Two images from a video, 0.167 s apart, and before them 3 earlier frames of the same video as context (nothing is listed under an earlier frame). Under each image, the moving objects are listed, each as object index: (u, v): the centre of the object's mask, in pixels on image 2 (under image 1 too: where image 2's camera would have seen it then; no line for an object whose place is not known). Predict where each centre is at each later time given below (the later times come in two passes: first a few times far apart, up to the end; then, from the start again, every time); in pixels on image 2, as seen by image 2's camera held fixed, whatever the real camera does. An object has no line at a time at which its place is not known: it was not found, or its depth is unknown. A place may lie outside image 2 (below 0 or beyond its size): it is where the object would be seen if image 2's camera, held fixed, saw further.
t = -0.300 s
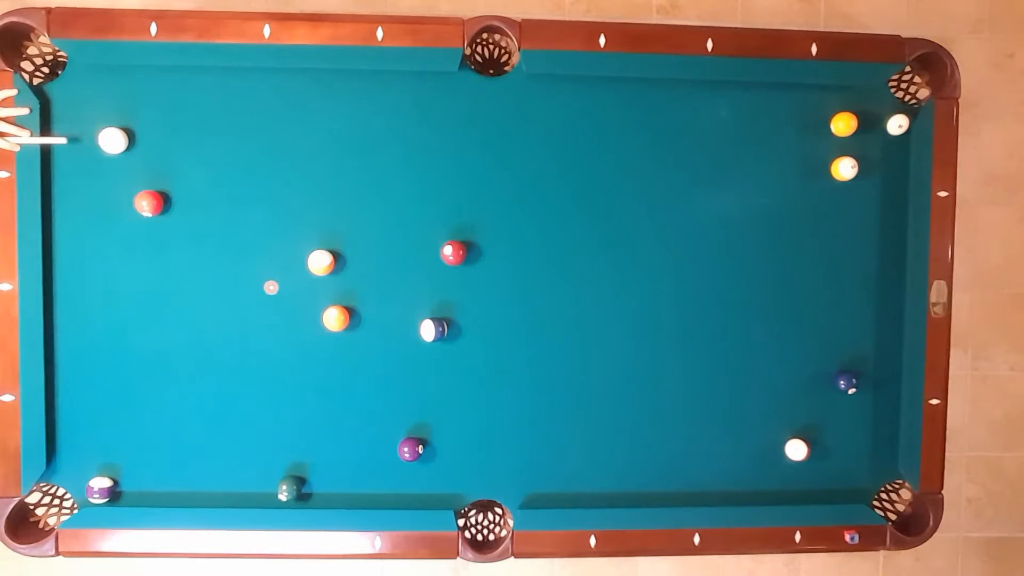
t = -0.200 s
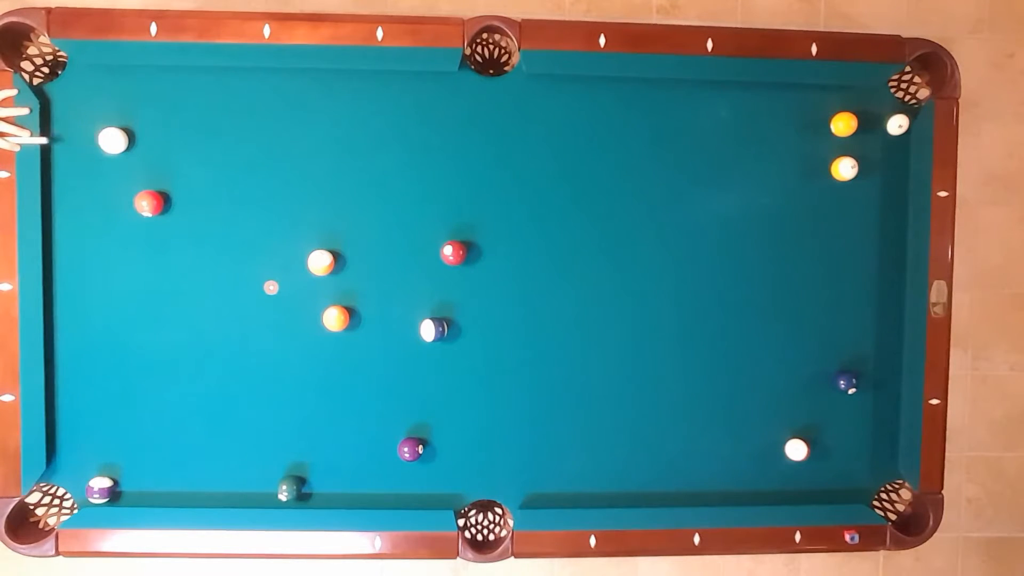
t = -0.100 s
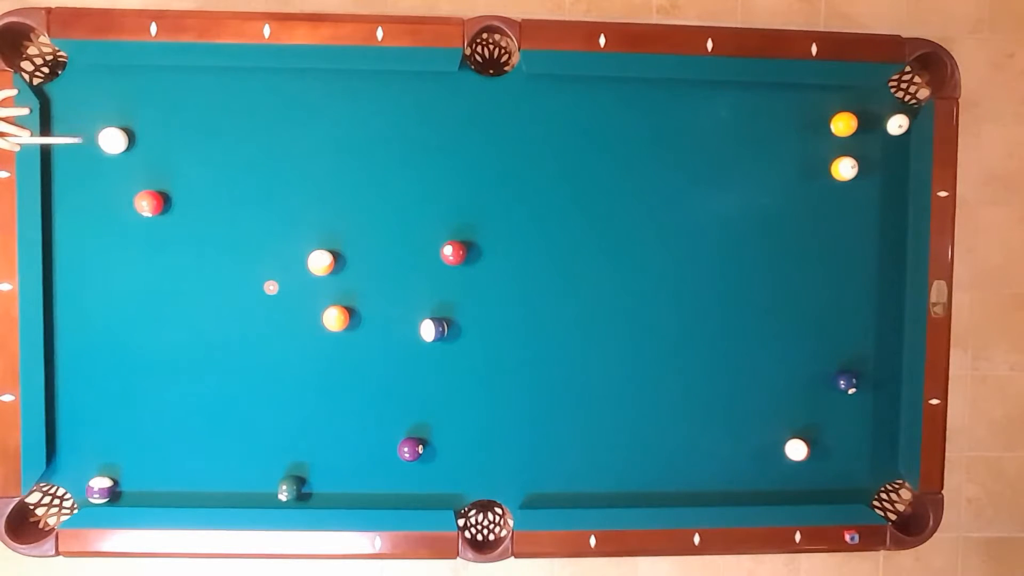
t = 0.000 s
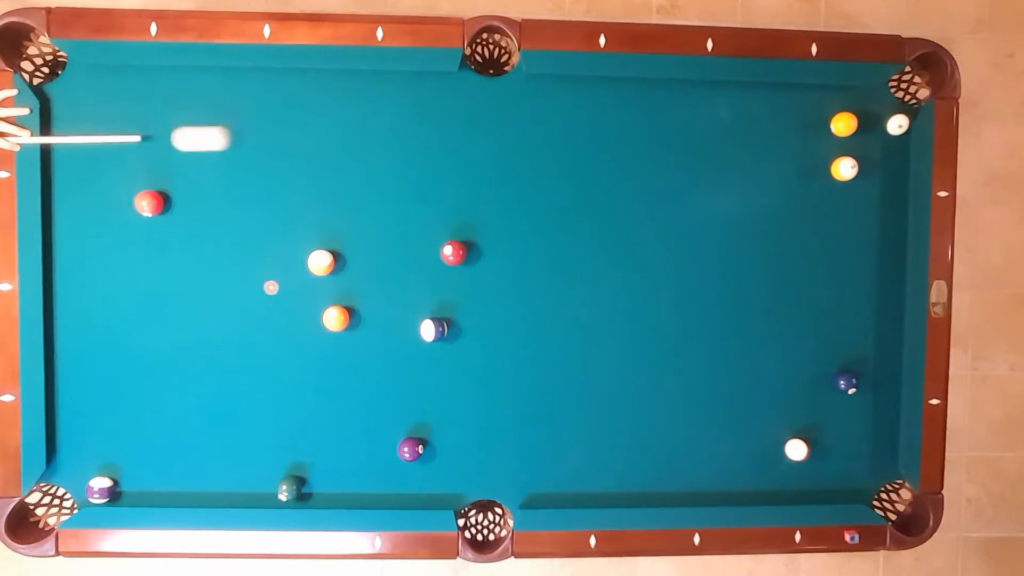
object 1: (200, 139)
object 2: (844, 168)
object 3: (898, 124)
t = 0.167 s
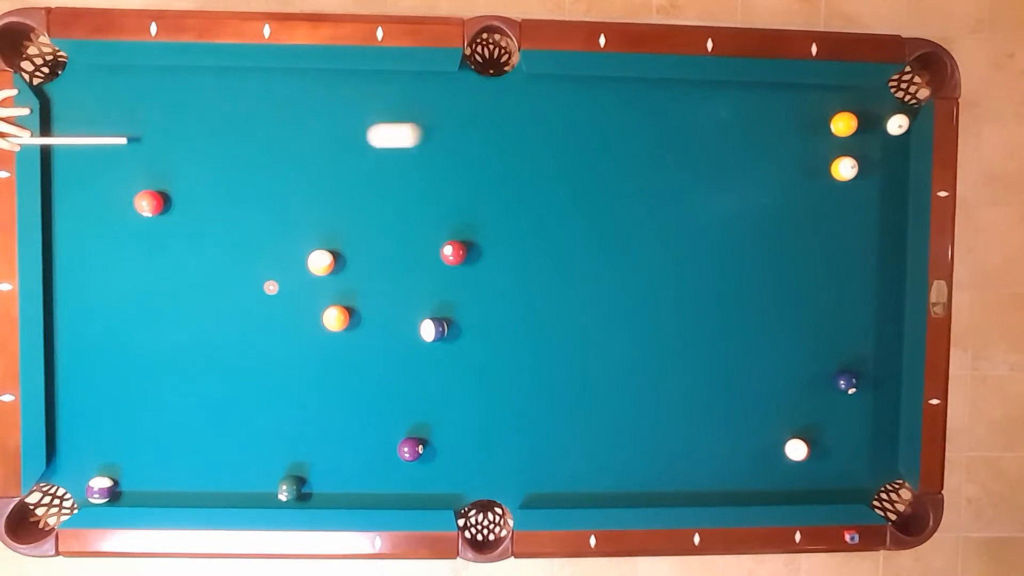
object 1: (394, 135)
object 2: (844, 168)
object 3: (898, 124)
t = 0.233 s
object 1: (464, 134)
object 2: (844, 168)
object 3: (898, 124)
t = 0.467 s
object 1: (700, 133)
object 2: (844, 168)
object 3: (898, 124)
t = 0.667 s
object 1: (830, 150)
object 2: (847, 172)
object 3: (896, 127)
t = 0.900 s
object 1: (852, 156)
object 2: (875, 210)
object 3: (829, 123)
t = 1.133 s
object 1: (892, 161)
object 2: (894, 243)
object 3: (768, 122)
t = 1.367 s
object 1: (882, 164)
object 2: (882, 265)
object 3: (708, 120)
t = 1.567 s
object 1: (866, 166)
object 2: (872, 283)
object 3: (658, 119)
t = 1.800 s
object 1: (849, 167)
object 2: (862, 303)
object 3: (603, 119)
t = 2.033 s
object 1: (833, 169)
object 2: (852, 320)
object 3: (547, 115)
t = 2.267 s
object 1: (820, 170)
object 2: (843, 336)
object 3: (493, 113)
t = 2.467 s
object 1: (810, 171)
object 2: (836, 348)
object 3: (450, 112)
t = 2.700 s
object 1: (800, 172)
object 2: (829, 360)
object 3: (399, 110)
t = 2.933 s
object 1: (792, 173)
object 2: (822, 371)
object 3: (351, 110)
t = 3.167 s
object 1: (786, 174)
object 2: (816, 379)
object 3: (306, 108)
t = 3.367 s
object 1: (782, 175)
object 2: (812, 386)
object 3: (269, 108)
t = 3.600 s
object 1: (780, 175)
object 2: (809, 391)
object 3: (229, 106)
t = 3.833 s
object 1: (780, 175)
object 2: (806, 395)
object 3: (189, 105)
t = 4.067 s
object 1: (780, 175)
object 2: (804, 397)
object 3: (152, 103)
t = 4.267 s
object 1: (780, 175)
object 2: (802, 397)
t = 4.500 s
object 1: (780, 175)
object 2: (802, 398)
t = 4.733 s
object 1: (780, 175)
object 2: (802, 397)
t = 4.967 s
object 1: (780, 175)
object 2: (802, 398)
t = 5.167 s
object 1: (780, 175)
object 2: (802, 398)
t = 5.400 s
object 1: (780, 175)
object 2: (802, 398)
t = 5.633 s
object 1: (780, 175)
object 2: (802, 398)
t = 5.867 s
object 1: (780, 175)
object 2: (802, 398)
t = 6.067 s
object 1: (780, 175)
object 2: (802, 398)
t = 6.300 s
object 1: (780, 175)
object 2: (802, 398)
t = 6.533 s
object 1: (780, 175)
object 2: (802, 398)
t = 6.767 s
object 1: (780, 175)
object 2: (802, 398)
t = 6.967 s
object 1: (780, 175)
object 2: (802, 398)
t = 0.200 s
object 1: (429, 135)
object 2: (844, 168)
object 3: (898, 124)
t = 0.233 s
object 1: (464, 134)
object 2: (844, 168)
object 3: (898, 124)
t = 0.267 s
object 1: (499, 134)
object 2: (844, 168)
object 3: (898, 124)
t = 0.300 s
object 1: (533, 133)
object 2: (844, 168)
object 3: (898, 124)
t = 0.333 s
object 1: (567, 133)
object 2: (844, 168)
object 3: (898, 124)
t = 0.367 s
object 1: (601, 133)
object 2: (844, 168)
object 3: (898, 124)
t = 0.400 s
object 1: (634, 133)
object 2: (844, 168)
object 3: (898, 124)
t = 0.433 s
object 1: (667, 133)
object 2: (844, 168)
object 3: (898, 124)
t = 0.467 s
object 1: (700, 133)
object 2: (844, 168)
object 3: (898, 124)
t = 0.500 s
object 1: (732, 133)
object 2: (844, 169)
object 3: (898, 124)
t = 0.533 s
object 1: (764, 133)
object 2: (844, 168)
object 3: (898, 124)
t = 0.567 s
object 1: (796, 133)
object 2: (844, 168)
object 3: (898, 124)
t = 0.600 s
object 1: (820, 135)
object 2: (844, 169)
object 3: (898, 124)
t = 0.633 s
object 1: (827, 144)
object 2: (844, 169)
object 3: (900, 125)
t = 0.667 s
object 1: (830, 150)
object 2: (847, 172)
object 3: (896, 127)
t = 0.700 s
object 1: (829, 151)
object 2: (852, 179)
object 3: (885, 127)
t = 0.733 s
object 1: (831, 152)
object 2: (856, 185)
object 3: (873, 127)
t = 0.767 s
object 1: (833, 153)
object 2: (860, 191)
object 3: (864, 129)
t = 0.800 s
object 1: (836, 154)
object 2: (864, 196)
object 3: (855, 124)
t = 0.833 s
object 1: (841, 154)
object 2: (868, 201)
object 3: (846, 124)
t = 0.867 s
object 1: (846, 155)
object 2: (871, 205)
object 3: (838, 124)
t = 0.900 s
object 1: (852, 156)
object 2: (875, 210)
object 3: (829, 123)
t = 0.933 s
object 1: (858, 157)
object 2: (879, 215)
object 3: (822, 124)
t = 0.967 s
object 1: (864, 157)
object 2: (882, 220)
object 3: (812, 125)
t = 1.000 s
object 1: (869, 158)
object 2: (886, 225)
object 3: (802, 126)
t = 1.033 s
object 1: (875, 159)
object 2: (889, 230)
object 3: (793, 123)
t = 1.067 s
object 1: (881, 159)
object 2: (893, 234)
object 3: (785, 122)
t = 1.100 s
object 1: (886, 160)
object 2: (896, 239)
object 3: (776, 122)
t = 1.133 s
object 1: (892, 161)
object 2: (894, 243)
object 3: (768, 122)
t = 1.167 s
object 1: (897, 162)
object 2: (892, 246)
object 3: (760, 122)
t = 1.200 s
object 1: (897, 162)
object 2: (891, 249)
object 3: (752, 124)
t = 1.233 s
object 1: (894, 162)
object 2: (889, 252)
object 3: (743, 124)
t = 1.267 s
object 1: (891, 163)
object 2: (887, 256)
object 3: (733, 124)
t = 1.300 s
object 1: (888, 163)
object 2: (885, 259)
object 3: (724, 121)
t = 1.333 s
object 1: (885, 164)
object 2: (884, 262)
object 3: (716, 120)
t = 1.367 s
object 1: (882, 164)
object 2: (882, 265)
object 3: (708, 120)
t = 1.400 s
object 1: (879, 164)
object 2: (880, 268)
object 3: (700, 120)
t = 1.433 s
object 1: (876, 164)
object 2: (879, 271)
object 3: (692, 119)
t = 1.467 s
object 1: (874, 165)
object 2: (877, 274)
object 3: (684, 120)
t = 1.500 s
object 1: (871, 165)
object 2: (875, 277)
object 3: (676, 122)
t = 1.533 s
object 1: (868, 165)
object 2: (874, 281)
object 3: (666, 121)
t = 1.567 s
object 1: (866, 166)
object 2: (872, 283)
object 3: (658, 119)
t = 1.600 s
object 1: (864, 166)
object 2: (871, 286)
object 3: (650, 118)
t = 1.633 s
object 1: (861, 166)
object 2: (869, 289)
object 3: (642, 118)
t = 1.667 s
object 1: (858, 166)
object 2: (868, 292)
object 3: (634, 117)
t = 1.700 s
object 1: (856, 167)
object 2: (866, 295)
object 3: (626, 117)
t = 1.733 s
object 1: (853, 167)
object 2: (865, 297)
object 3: (618, 117)
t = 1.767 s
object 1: (851, 167)
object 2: (863, 300)
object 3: (610, 117)
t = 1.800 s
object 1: (849, 167)
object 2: (862, 303)
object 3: (603, 119)
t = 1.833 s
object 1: (846, 167)
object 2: (860, 306)
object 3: (594, 119)
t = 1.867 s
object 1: (844, 168)
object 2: (859, 308)
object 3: (585, 118)
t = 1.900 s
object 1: (842, 168)
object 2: (857, 311)
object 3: (577, 116)
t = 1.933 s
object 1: (840, 168)
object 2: (856, 313)
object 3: (570, 116)
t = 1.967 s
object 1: (838, 168)
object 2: (855, 316)
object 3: (562, 115)
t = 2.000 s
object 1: (836, 169)
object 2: (853, 318)
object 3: (554, 115)
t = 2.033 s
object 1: (833, 169)
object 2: (852, 320)
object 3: (547, 115)
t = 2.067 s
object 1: (831, 169)
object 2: (851, 323)
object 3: (539, 115)
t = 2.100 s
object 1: (829, 169)
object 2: (850, 325)
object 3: (532, 114)
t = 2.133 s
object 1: (827, 170)
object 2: (848, 327)
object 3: (524, 117)
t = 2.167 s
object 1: (825, 170)
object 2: (847, 329)
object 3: (515, 116)
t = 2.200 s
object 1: (824, 170)
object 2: (846, 332)
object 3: (507, 114)
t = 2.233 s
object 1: (822, 170)
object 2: (844, 334)
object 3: (500, 113)
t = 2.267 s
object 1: (820, 170)
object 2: (843, 336)
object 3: (493, 113)
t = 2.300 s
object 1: (818, 171)
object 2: (842, 338)
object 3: (485, 112)
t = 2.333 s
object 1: (816, 171)
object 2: (841, 340)
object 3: (478, 112)
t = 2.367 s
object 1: (815, 171)
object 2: (839, 342)
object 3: (470, 112)
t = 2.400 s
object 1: (813, 171)
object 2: (838, 344)
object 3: (463, 112)
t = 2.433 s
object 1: (811, 171)
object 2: (837, 346)
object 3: (457, 111)
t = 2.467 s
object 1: (810, 171)
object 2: (836, 348)
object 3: (450, 112)
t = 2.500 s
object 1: (808, 171)
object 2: (835, 350)
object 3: (442, 113)
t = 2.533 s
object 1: (807, 171)
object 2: (834, 352)
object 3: (434, 112)
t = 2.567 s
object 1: (805, 171)
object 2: (833, 353)
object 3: (427, 111)
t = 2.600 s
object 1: (804, 172)
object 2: (832, 355)
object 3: (420, 111)
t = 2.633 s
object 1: (803, 172)
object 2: (831, 357)
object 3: (413, 110)
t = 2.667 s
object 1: (801, 172)
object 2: (830, 358)
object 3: (406, 110)
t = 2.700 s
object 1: (800, 172)
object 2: (829, 360)
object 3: (399, 110)
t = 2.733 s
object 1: (798, 172)
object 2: (827, 362)
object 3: (392, 110)
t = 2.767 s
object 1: (797, 172)
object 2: (826, 363)
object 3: (386, 110)
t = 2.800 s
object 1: (796, 173)
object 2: (825, 365)
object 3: (379, 110)
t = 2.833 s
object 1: (795, 173)
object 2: (824, 366)
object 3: (373, 110)
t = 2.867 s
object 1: (794, 173)
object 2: (823, 368)
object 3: (366, 111)
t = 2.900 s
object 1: (793, 173)
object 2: (823, 369)
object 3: (359, 110)
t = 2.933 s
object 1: (792, 173)
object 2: (822, 371)
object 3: (351, 110)
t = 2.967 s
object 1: (791, 174)
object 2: (821, 372)
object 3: (344, 109)
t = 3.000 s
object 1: (790, 174)
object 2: (820, 373)
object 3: (339, 109)
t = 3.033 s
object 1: (789, 174)
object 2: (819, 375)
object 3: (332, 109)
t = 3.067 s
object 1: (788, 174)
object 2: (818, 376)
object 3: (326, 108)
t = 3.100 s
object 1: (788, 174)
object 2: (817, 377)
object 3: (319, 108)
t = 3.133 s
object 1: (787, 174)
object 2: (816, 378)
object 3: (313, 108)
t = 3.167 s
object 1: (786, 174)
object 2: (816, 379)
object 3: (306, 108)
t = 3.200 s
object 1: (785, 174)
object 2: (815, 381)
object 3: (301, 108)
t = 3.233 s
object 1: (785, 175)
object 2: (815, 382)
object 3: (295, 108)
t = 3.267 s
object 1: (784, 175)
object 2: (814, 383)
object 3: (289, 108)
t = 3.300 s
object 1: (783, 175)
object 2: (813, 384)
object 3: (282, 109)
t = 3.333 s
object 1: (783, 175)
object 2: (813, 385)
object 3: (275, 109)
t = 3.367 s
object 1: (782, 175)
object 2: (812, 386)
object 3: (269, 108)
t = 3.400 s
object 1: (782, 175)
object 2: (812, 387)
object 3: (264, 107)
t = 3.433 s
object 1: (781, 175)
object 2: (811, 388)
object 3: (258, 107)
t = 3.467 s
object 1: (781, 175)
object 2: (811, 388)
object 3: (252, 107)
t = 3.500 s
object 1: (781, 175)
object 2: (810, 389)
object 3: (246, 107)
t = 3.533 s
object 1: (780, 175)
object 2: (810, 390)
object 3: (240, 106)
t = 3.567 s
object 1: (780, 175)
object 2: (809, 391)
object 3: (234, 106)
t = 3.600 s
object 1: (780, 175)
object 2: (809, 391)
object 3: (229, 106)
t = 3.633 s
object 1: (780, 175)
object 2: (809, 392)
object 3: (224, 106)
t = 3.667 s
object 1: (780, 175)
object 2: (808, 393)
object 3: (220, 105)
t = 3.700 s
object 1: (780, 175)
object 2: (808, 394)
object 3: (213, 105)
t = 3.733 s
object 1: (780, 175)
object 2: (807, 394)
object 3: (207, 106)
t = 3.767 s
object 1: (780, 175)
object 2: (807, 395)
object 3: (201, 106)
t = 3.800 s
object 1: (780, 175)
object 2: (807, 395)
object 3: (195, 105)
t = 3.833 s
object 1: (780, 175)
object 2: (806, 395)
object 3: (189, 105)
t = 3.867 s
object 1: (780, 175)
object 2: (806, 396)
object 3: (185, 105)
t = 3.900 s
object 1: (780, 175)
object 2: (805, 396)
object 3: (179, 104)
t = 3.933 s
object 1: (780, 175)
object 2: (805, 396)
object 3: (174, 104)
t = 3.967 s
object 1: (780, 175)
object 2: (805, 396)
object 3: (169, 104)
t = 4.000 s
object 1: (780, 175)
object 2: (804, 396)
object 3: (164, 103)
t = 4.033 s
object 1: (780, 175)
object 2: (804, 396)
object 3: (158, 103)
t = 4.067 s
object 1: (780, 175)
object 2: (804, 397)
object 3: (152, 103)
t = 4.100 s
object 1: (780, 175)
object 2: (803, 397)
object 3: (148, 102)
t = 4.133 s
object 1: (780, 175)
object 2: (803, 397)
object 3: (143, 102)
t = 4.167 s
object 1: (780, 175)
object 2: (803, 397)
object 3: (139, 102)
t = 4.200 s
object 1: (780, 175)
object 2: (803, 397)
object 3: (135, 101)
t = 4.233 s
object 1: (780, 175)
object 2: (803, 397)
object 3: (129, 102)
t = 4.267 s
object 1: (780, 175)
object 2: (802, 397)
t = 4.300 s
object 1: (780, 175)
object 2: (802, 398)
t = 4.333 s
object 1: (780, 175)
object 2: (802, 398)
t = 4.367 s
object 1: (780, 175)
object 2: (802, 398)
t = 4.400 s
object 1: (780, 175)
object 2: (802, 398)
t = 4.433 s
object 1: (780, 175)
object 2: (802, 398)
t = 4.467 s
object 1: (780, 175)
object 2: (802, 398)
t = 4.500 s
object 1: (780, 175)
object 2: (802, 398)
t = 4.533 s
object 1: (780, 175)
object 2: (802, 398)
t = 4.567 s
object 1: (780, 175)
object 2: (802, 398)
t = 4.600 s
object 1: (780, 175)
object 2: (802, 398)
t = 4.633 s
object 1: (780, 175)
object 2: (802, 397)
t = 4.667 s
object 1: (780, 175)
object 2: (802, 398)
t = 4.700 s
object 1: (780, 175)
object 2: (802, 397)
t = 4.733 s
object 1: (780, 175)
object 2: (802, 397)
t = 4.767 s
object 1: (780, 175)
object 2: (802, 398)
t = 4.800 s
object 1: (780, 175)
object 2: (802, 397)
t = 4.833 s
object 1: (780, 175)
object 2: (802, 398)
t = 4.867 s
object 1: (780, 175)
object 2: (802, 398)
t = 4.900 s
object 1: (780, 175)
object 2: (802, 398)
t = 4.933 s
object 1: (780, 175)
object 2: (802, 398)
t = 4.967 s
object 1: (780, 175)
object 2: (802, 398)
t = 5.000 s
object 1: (780, 175)
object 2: (802, 398)
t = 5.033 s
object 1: (780, 175)
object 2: (802, 398)
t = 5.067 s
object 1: (780, 175)
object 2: (802, 398)
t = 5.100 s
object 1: (780, 175)
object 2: (802, 398)
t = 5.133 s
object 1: (780, 175)
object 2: (802, 398)
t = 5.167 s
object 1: (780, 175)
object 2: (802, 398)
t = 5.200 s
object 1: (780, 175)
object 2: (802, 398)
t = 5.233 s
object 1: (780, 175)
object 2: (802, 398)
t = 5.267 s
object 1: (780, 175)
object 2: (802, 398)
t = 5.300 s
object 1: (780, 175)
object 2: (802, 398)
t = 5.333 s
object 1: (780, 175)
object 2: (802, 398)
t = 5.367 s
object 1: (780, 175)
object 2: (802, 398)
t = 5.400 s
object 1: (780, 175)
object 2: (802, 398)
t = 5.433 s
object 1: (780, 175)
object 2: (802, 398)
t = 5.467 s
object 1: (780, 175)
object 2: (802, 398)
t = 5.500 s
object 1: (780, 175)
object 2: (802, 398)
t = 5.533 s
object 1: (780, 175)
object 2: (802, 398)
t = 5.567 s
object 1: (780, 175)
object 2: (802, 398)
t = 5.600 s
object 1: (780, 175)
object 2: (802, 398)
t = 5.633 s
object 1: (780, 175)
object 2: (802, 398)
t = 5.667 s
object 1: (780, 175)
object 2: (802, 397)
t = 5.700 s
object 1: (780, 175)
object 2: (802, 398)
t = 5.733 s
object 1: (780, 175)
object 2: (802, 398)
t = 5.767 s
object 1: (780, 175)
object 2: (802, 398)
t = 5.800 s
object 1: (780, 175)
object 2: (802, 398)
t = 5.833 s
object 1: (780, 175)
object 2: (802, 398)
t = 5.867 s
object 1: (780, 175)
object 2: (802, 398)
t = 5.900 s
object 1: (780, 175)
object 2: (802, 398)
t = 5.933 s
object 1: (780, 175)
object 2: (802, 398)
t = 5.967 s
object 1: (780, 175)
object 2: (802, 398)
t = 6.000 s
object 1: (780, 175)
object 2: (802, 398)
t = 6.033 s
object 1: (780, 175)
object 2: (802, 398)
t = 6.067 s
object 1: (780, 175)
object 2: (802, 398)
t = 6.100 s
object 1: (780, 175)
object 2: (802, 398)
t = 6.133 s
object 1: (780, 175)
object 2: (802, 398)
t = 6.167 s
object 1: (780, 175)
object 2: (802, 398)
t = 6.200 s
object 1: (780, 175)
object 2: (802, 398)
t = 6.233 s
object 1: (780, 175)
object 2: (802, 398)
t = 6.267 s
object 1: (780, 175)
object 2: (802, 398)
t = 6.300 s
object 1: (780, 175)
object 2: (802, 398)
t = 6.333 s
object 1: (780, 175)
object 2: (802, 398)
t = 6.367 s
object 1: (780, 175)
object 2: (802, 398)
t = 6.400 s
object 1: (780, 175)
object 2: (802, 398)
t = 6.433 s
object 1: (780, 175)
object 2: (802, 398)
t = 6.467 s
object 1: (780, 175)
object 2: (802, 398)
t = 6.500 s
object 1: (780, 175)
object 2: (802, 398)
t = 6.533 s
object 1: (780, 175)
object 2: (802, 398)
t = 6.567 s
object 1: (780, 175)
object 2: (802, 398)
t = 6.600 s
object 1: (780, 175)
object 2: (802, 398)
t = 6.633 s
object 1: (780, 175)
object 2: (802, 398)
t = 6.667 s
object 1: (780, 175)
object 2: (802, 398)
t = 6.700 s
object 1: (780, 175)
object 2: (802, 398)
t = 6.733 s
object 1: (780, 175)
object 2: (802, 398)
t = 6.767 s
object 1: (780, 175)
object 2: (802, 398)
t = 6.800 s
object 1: (780, 175)
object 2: (802, 398)
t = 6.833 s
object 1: (780, 175)
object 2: (802, 398)
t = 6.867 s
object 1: (780, 175)
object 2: (802, 398)
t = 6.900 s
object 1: (780, 175)
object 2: (802, 398)
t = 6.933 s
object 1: (780, 175)
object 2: (802, 398)
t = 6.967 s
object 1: (780, 175)
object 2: (802, 398)
